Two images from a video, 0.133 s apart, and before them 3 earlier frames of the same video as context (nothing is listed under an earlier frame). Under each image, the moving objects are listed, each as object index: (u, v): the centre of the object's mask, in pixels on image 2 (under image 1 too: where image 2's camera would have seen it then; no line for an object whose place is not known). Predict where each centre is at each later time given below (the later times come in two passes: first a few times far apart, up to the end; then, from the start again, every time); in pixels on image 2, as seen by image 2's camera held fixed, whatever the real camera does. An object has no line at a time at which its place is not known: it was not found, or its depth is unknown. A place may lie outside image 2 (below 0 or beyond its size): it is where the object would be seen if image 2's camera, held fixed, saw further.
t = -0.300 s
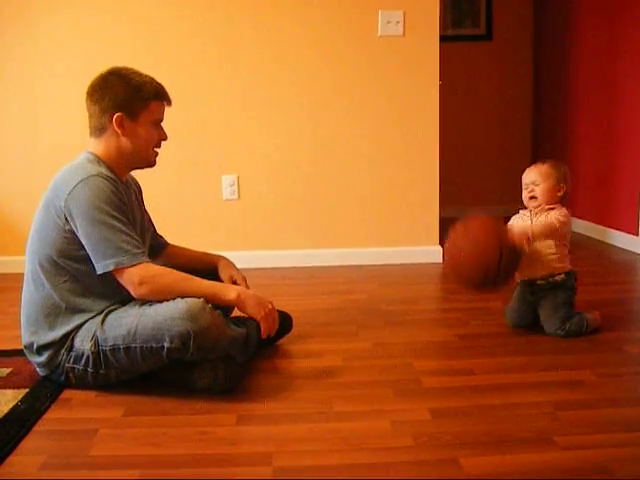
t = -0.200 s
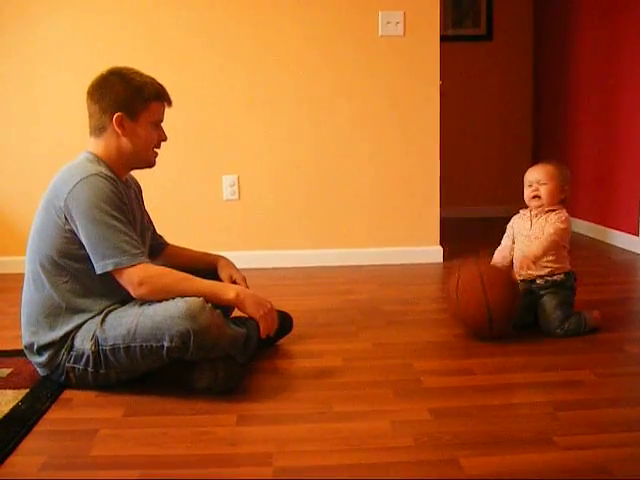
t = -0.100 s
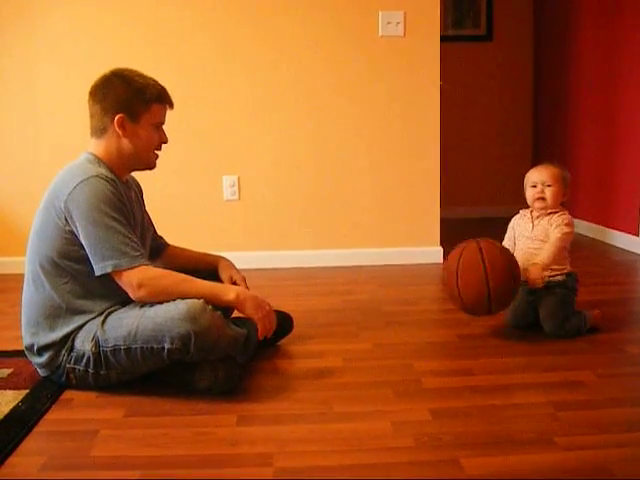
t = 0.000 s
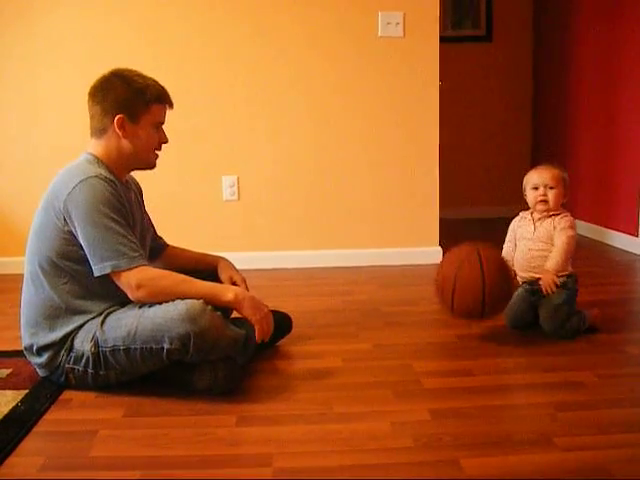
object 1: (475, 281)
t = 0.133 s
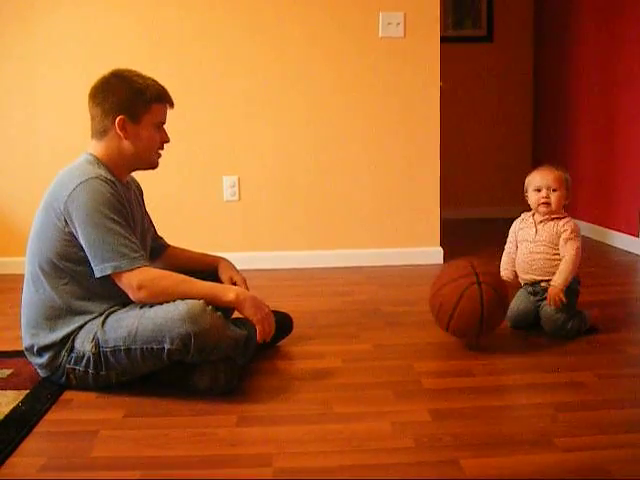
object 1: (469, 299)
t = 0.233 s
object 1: (468, 296)
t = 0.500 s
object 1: (464, 321)
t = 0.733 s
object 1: (462, 326)
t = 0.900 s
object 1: (459, 333)
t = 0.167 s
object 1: (468, 295)
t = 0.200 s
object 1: (468, 294)
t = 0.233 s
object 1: (468, 296)
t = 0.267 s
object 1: (467, 302)
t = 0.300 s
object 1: (467, 312)
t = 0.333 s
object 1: (466, 311)
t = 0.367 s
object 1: (465, 309)
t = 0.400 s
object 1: (465, 307)
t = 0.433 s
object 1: (465, 309)
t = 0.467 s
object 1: (465, 313)
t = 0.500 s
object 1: (464, 321)
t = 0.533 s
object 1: (464, 318)
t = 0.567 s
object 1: (463, 317)
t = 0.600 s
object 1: (463, 320)
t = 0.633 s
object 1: (463, 325)
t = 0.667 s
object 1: (462, 325)
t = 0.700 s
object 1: (462, 325)
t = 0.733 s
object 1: (462, 326)
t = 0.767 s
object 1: (461, 330)
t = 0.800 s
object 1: (461, 329)
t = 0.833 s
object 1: (460, 330)
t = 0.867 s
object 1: (460, 332)
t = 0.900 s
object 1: (459, 333)
